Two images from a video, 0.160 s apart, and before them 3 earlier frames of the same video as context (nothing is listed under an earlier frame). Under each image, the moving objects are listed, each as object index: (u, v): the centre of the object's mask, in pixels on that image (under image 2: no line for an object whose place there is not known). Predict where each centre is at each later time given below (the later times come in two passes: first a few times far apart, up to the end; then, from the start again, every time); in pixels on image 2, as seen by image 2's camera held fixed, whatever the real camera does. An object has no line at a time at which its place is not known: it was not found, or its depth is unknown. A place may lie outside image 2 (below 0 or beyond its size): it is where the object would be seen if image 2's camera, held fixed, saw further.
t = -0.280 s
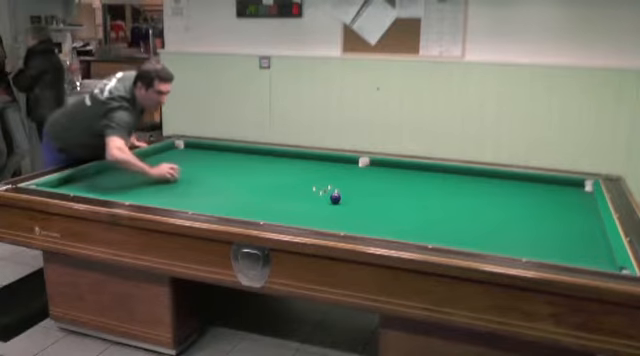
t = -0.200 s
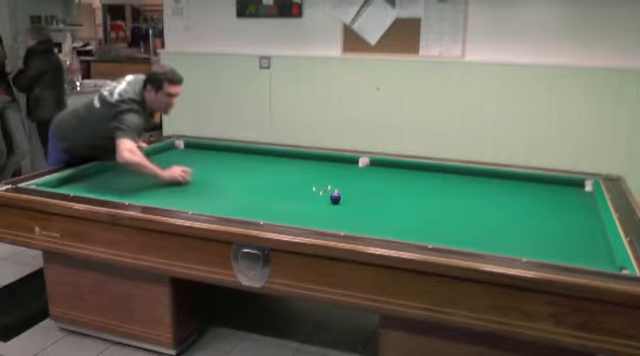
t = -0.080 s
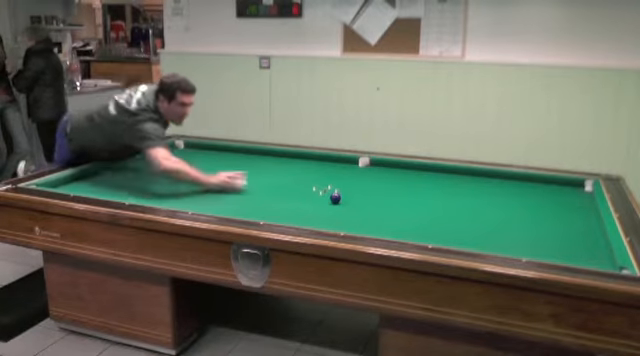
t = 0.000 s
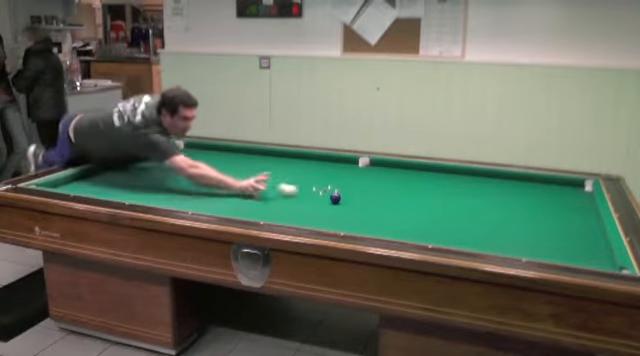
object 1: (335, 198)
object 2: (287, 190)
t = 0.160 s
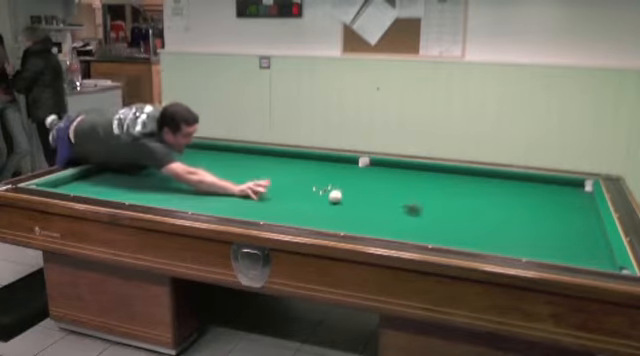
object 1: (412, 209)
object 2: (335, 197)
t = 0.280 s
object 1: (507, 223)
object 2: (348, 199)
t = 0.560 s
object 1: (503, 225)
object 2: (377, 204)
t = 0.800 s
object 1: (383, 215)
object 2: (402, 206)
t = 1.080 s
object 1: (267, 217)
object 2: (419, 198)
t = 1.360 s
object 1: (197, 203)
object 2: (436, 192)
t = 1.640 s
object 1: (147, 190)
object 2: (450, 186)
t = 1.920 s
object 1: (105, 178)
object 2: (463, 181)
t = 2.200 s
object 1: (118, 174)
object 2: (475, 176)
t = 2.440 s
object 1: (151, 173)
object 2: (483, 174)
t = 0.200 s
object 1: (443, 214)
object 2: (339, 197)
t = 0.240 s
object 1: (475, 218)
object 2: (343, 198)
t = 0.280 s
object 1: (507, 223)
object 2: (348, 199)
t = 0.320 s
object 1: (539, 228)
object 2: (352, 200)
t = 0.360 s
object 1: (571, 233)
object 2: (356, 201)
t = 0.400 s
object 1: (599, 236)
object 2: (360, 201)
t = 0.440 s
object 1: (575, 233)
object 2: (365, 202)
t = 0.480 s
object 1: (550, 231)
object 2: (369, 203)
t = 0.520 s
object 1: (527, 228)
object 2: (373, 203)
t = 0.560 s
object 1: (503, 225)
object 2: (377, 204)
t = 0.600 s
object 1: (481, 222)
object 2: (382, 205)
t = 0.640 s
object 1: (460, 220)
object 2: (386, 205)
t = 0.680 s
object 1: (439, 218)
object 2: (391, 206)
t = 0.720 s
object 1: (419, 215)
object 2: (395, 207)
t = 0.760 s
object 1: (400, 215)
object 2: (399, 207)
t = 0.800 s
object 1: (383, 215)
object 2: (402, 206)
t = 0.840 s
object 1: (367, 216)
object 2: (404, 204)
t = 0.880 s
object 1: (351, 217)
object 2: (407, 203)
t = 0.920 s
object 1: (334, 217)
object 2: (409, 202)
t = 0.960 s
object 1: (317, 218)
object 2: (412, 201)
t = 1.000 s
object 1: (301, 217)
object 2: (415, 200)
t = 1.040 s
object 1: (284, 216)
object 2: (417, 199)
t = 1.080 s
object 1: (267, 217)
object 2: (419, 198)
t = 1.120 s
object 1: (250, 216)
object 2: (422, 197)
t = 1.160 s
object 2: (424, 196)
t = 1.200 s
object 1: (224, 212)
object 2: (427, 195)
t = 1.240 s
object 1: (221, 210)
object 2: (429, 194)
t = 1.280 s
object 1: (213, 207)
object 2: (432, 193)
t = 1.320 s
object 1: (205, 205)
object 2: (434, 192)
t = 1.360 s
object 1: (197, 203)
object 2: (436, 192)
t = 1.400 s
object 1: (190, 202)
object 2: (438, 190)
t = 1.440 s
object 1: (182, 200)
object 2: (440, 190)
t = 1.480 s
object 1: (175, 198)
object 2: (442, 189)
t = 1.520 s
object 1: (167, 196)
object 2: (444, 188)
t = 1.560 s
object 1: (160, 194)
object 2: (446, 187)
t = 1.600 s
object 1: (153, 192)
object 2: (449, 187)
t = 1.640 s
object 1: (147, 190)
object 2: (450, 186)
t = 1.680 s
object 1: (141, 189)
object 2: (452, 185)
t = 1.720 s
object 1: (134, 187)
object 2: (454, 184)
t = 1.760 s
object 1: (128, 185)
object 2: (456, 184)
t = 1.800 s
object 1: (122, 183)
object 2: (458, 183)
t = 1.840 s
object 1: (117, 181)
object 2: (460, 182)
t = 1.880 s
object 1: (111, 180)
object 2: (462, 181)
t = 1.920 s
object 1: (105, 178)
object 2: (463, 181)
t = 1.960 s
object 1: (101, 176)
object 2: (465, 180)
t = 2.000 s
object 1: (95, 175)
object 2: (467, 179)
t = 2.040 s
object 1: (90, 173)
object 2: (468, 179)
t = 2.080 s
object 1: (95, 173)
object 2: (470, 178)
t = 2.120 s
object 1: (103, 173)
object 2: (472, 177)
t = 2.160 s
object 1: (110, 174)
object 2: (474, 177)
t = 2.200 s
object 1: (118, 174)
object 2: (475, 176)
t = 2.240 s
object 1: (123, 173)
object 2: (477, 175)
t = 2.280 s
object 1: (129, 173)
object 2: (478, 175)
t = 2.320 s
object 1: (134, 174)
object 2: (480, 174)
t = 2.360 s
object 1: (140, 174)
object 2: (482, 173)
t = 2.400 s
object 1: (145, 173)
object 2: (483, 173)
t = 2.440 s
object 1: (151, 173)
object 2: (483, 174)
